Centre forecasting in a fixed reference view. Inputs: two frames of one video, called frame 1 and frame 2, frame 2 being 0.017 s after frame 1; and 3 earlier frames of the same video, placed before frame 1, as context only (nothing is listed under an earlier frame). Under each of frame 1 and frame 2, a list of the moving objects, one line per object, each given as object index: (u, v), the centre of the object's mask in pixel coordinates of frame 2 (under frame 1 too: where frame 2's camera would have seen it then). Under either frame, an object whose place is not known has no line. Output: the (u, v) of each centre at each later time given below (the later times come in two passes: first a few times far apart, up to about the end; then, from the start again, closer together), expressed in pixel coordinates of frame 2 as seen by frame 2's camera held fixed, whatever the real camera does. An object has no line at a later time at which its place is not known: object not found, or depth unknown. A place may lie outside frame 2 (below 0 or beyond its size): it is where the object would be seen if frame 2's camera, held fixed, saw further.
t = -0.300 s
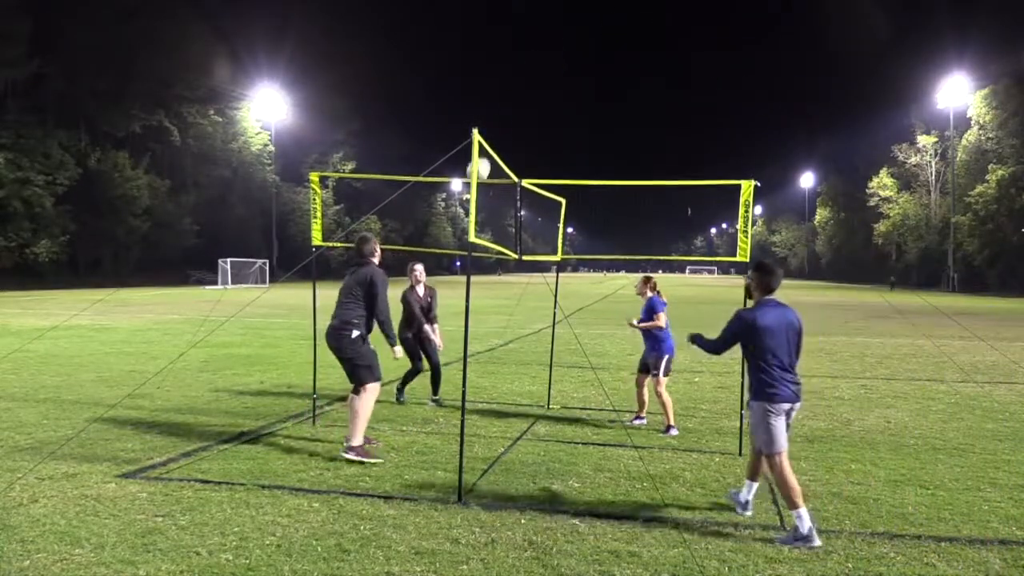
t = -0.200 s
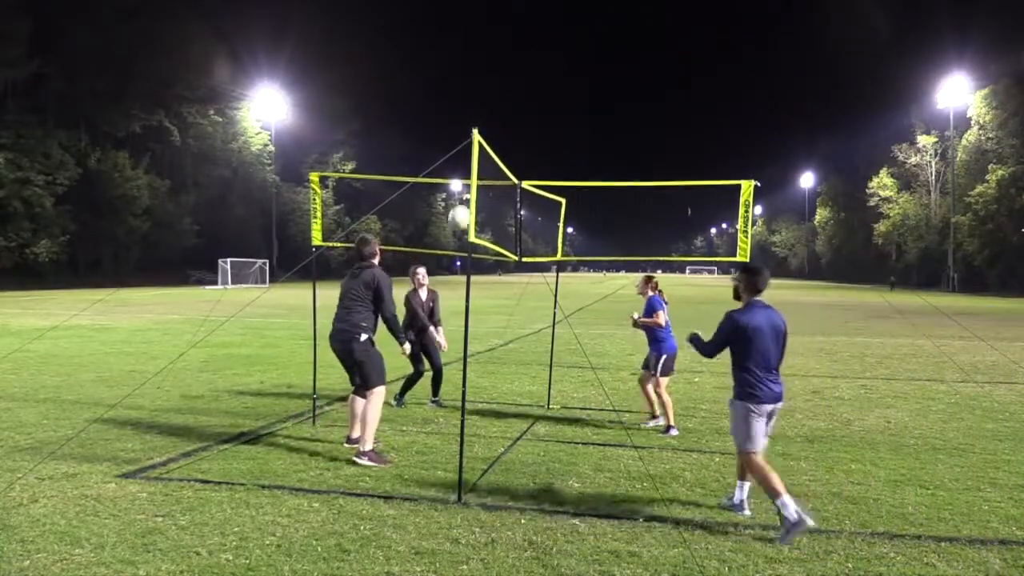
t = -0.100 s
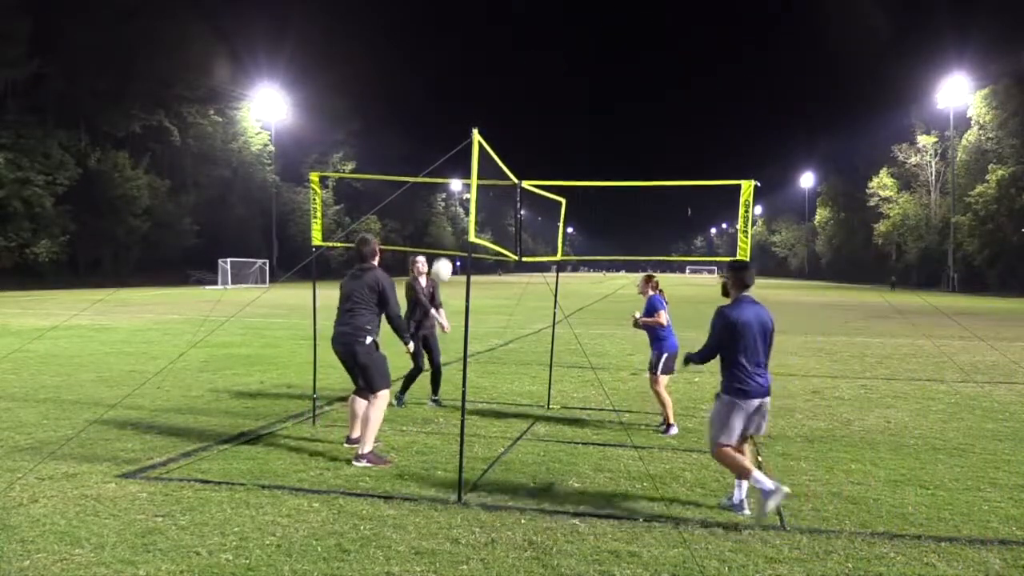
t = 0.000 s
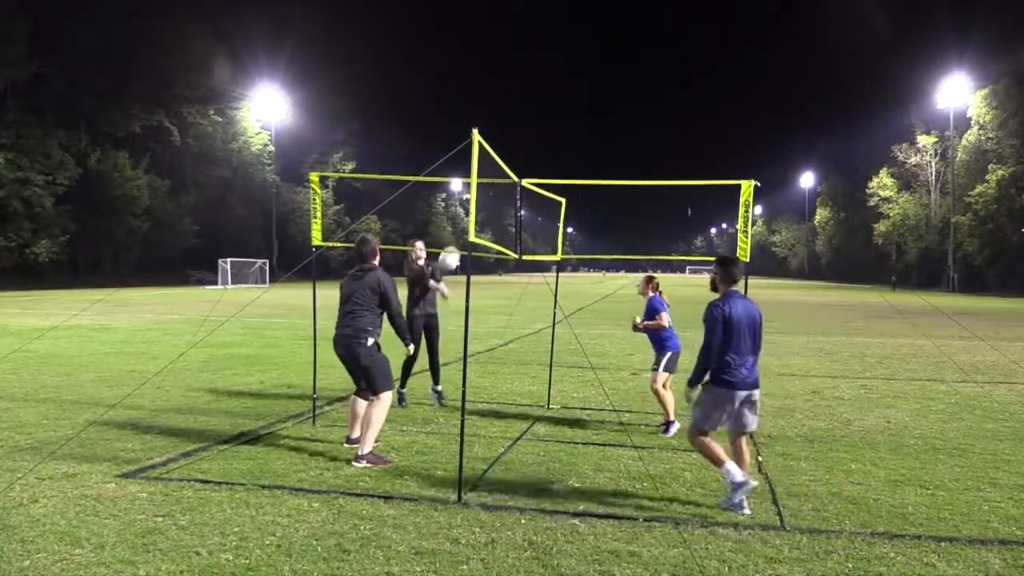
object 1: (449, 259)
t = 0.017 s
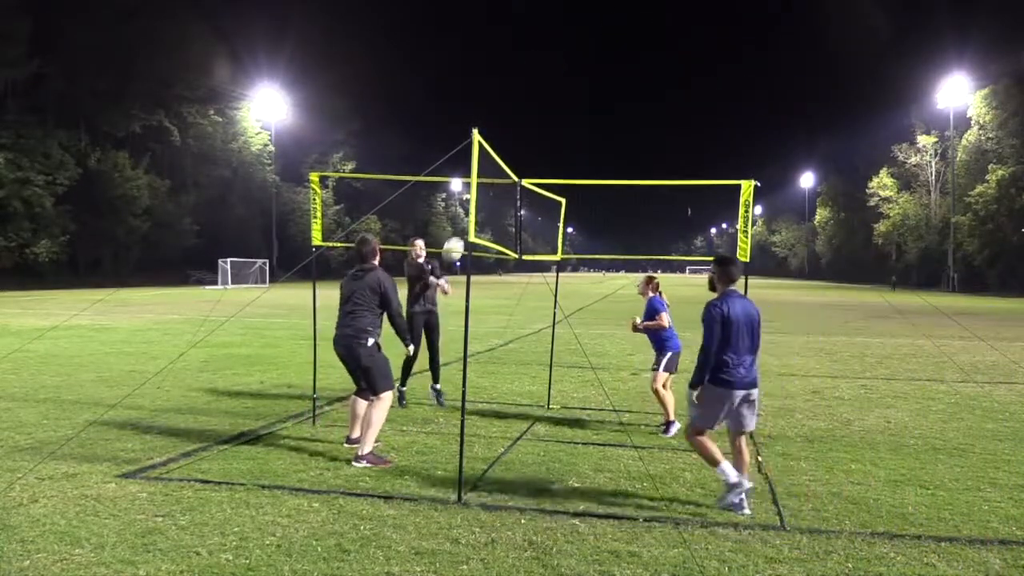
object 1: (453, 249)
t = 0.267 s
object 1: (516, 138)
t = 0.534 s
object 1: (591, 78)
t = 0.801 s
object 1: (672, 88)
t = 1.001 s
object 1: (737, 146)
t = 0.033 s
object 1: (457, 239)
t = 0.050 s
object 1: (461, 230)
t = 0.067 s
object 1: (463, 223)
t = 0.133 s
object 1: (485, 190)
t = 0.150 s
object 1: (488, 183)
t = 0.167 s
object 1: (492, 175)
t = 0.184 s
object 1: (495, 169)
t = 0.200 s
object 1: (499, 164)
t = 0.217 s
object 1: (505, 155)
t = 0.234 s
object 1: (508, 150)
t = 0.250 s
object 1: (512, 144)
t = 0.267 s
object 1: (516, 138)
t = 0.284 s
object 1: (521, 133)
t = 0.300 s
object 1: (525, 127)
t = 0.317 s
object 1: (530, 122)
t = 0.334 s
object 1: (535, 117)
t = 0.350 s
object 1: (539, 113)
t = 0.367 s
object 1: (544, 109)
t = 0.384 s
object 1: (548, 104)
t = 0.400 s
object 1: (553, 100)
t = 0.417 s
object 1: (558, 97)
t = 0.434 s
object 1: (562, 94)
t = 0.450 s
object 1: (567, 90)
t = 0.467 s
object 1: (572, 88)
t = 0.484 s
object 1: (576, 85)
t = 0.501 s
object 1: (581, 83)
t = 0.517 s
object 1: (586, 81)
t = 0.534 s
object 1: (591, 78)
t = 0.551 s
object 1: (595, 77)
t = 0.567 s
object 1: (601, 76)
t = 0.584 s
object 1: (605, 74)
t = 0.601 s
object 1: (610, 74)
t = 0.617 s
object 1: (615, 74)
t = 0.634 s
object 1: (620, 73)
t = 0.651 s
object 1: (626, 73)
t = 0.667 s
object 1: (631, 74)
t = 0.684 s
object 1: (636, 75)
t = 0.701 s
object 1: (641, 76)
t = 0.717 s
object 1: (646, 77)
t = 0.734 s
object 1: (651, 79)
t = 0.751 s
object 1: (656, 80)
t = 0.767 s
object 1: (662, 83)
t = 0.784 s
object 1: (667, 85)
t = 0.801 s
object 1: (672, 88)
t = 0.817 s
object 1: (677, 91)
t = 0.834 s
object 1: (682, 95)
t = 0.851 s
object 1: (688, 98)
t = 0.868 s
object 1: (693, 102)
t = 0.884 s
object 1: (698, 107)
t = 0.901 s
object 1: (704, 111)
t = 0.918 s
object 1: (709, 116)
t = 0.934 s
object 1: (715, 122)
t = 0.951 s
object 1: (720, 127)
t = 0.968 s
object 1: (726, 133)
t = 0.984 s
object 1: (731, 140)
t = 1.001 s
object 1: (737, 146)
